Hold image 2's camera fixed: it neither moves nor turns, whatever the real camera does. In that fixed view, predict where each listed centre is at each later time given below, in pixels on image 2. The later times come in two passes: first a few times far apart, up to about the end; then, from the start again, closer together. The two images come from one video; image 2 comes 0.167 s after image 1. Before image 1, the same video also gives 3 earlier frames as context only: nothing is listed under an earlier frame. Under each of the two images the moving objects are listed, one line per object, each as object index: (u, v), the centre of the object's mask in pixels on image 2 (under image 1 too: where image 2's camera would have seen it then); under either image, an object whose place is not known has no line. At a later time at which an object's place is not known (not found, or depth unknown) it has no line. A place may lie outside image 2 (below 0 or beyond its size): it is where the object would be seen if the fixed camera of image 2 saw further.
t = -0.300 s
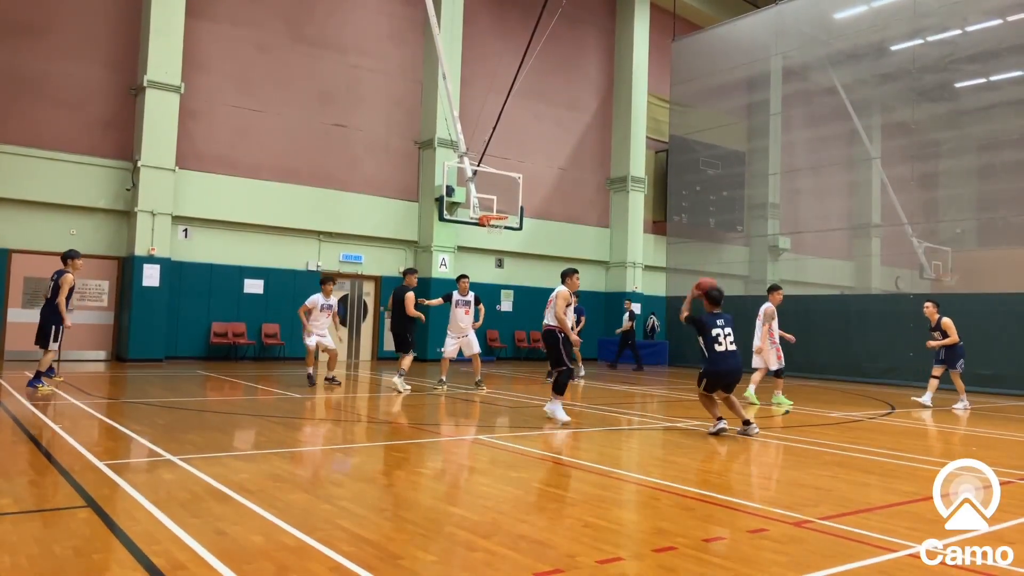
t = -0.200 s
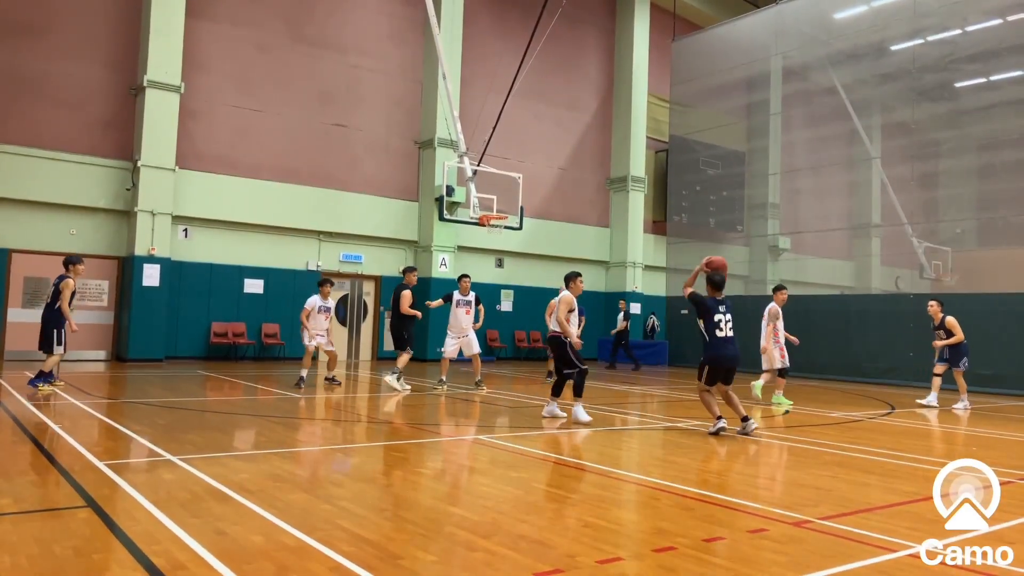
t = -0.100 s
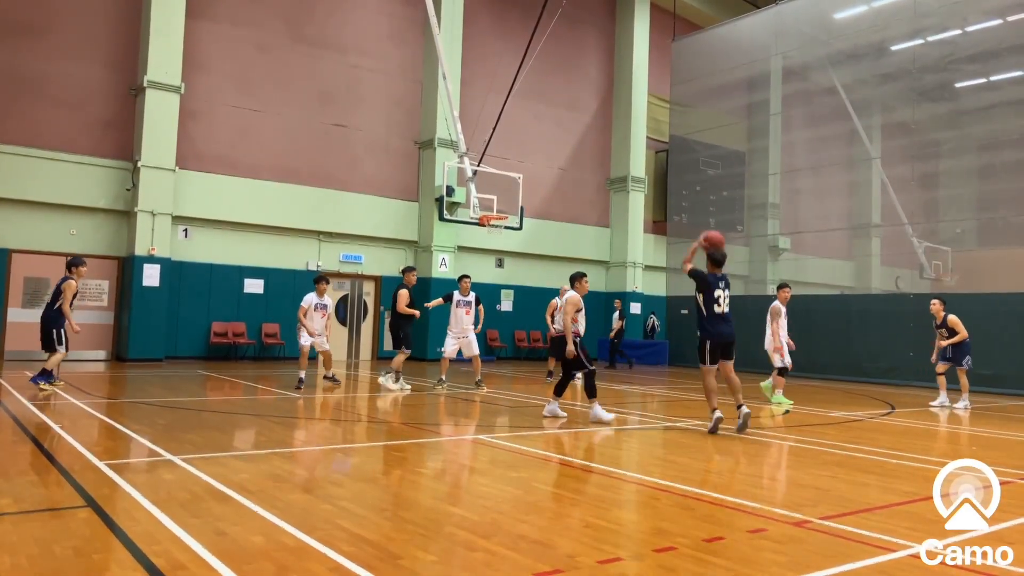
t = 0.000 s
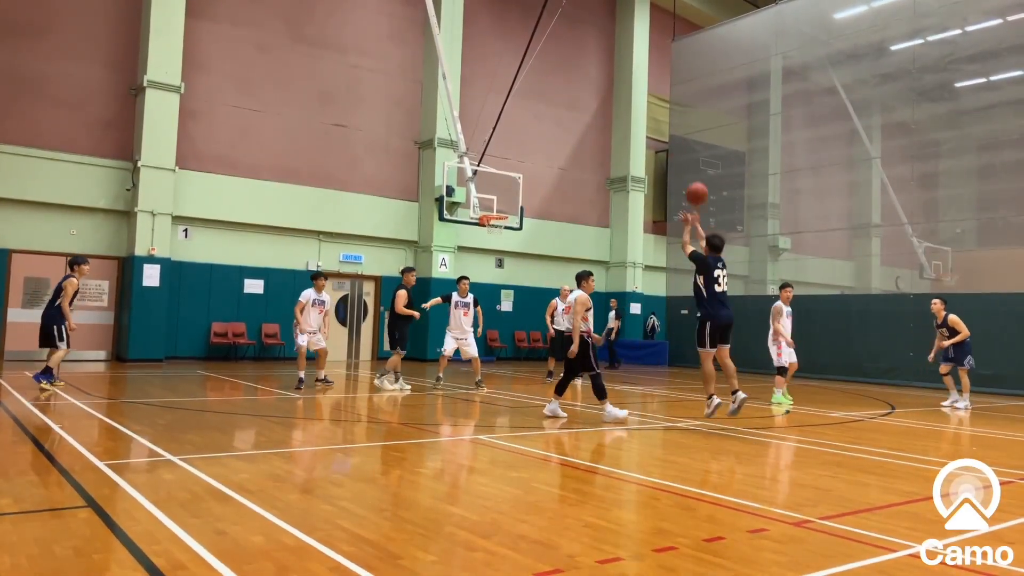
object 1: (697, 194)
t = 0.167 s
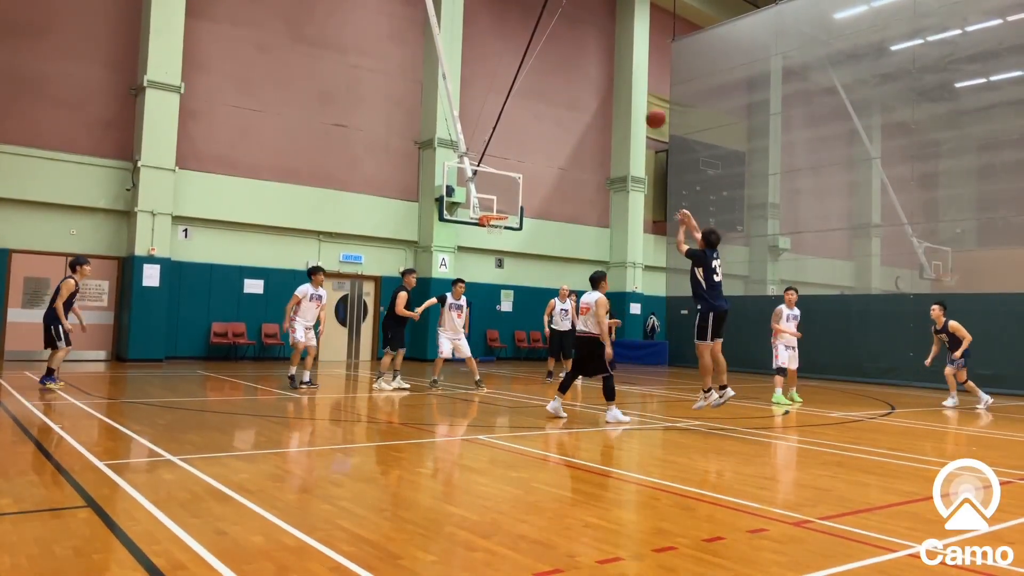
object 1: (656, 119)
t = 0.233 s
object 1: (641, 97)
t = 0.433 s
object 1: (604, 60)
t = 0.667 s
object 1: (568, 56)
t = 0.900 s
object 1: (538, 85)
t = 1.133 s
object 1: (512, 138)
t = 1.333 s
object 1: (491, 199)
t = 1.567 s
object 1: (529, 175)
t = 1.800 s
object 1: (579, 153)
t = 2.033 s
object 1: (633, 161)
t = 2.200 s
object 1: (673, 187)
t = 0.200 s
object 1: (648, 108)
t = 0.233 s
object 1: (641, 97)
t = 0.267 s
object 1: (634, 88)
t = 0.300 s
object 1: (628, 81)
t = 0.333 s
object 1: (622, 74)
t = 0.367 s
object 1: (616, 69)
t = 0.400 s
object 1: (610, 64)
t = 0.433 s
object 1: (604, 60)
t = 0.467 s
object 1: (599, 58)
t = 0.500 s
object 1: (594, 55)
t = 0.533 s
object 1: (588, 54)
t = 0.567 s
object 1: (583, 53)
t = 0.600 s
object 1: (578, 54)
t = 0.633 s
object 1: (573, 55)
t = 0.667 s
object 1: (568, 56)
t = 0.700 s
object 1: (564, 59)
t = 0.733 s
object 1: (559, 61)
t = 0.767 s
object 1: (555, 65)
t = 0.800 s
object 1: (551, 69)
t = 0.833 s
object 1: (547, 73)
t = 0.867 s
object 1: (543, 79)
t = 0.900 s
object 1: (538, 85)
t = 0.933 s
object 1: (535, 91)
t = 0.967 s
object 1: (531, 98)
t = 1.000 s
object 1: (526, 105)
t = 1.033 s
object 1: (523, 113)
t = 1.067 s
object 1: (519, 121)
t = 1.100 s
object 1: (515, 129)
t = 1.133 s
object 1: (512, 138)
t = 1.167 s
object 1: (508, 147)
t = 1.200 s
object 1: (505, 157)
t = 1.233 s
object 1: (502, 167)
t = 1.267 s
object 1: (498, 177)
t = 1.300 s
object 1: (495, 188)
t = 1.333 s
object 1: (491, 199)
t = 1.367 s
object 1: (488, 210)
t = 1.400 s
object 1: (494, 206)
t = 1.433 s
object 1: (501, 199)
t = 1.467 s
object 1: (507, 192)
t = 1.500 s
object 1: (515, 185)
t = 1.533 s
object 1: (522, 179)
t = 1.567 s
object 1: (529, 175)
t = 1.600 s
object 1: (536, 170)
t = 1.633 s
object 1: (543, 165)
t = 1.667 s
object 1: (550, 162)
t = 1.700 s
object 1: (557, 159)
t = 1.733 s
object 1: (565, 156)
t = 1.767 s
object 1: (572, 155)
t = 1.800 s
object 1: (579, 153)
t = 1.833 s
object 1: (587, 152)
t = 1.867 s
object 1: (594, 152)
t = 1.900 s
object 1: (602, 152)
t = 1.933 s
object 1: (610, 154)
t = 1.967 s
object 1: (617, 155)
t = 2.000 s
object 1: (625, 158)
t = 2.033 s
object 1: (633, 161)
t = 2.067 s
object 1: (641, 165)
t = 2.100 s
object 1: (648, 169)
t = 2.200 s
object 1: (673, 187)
